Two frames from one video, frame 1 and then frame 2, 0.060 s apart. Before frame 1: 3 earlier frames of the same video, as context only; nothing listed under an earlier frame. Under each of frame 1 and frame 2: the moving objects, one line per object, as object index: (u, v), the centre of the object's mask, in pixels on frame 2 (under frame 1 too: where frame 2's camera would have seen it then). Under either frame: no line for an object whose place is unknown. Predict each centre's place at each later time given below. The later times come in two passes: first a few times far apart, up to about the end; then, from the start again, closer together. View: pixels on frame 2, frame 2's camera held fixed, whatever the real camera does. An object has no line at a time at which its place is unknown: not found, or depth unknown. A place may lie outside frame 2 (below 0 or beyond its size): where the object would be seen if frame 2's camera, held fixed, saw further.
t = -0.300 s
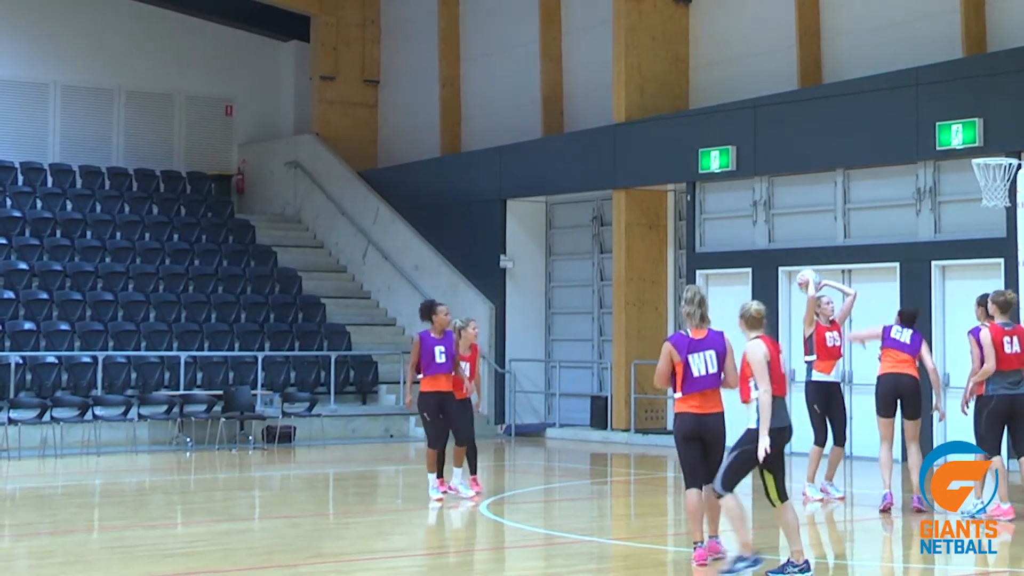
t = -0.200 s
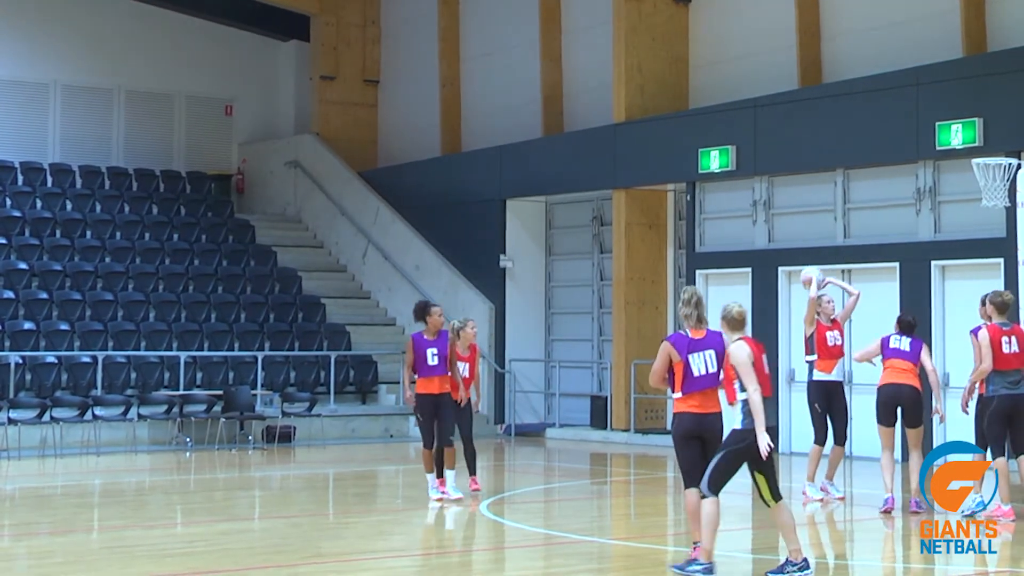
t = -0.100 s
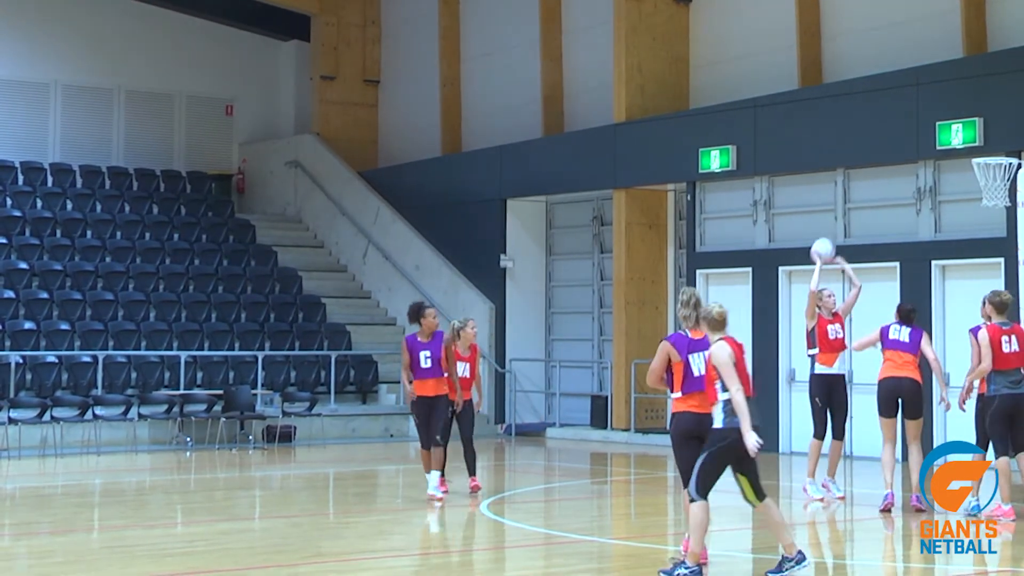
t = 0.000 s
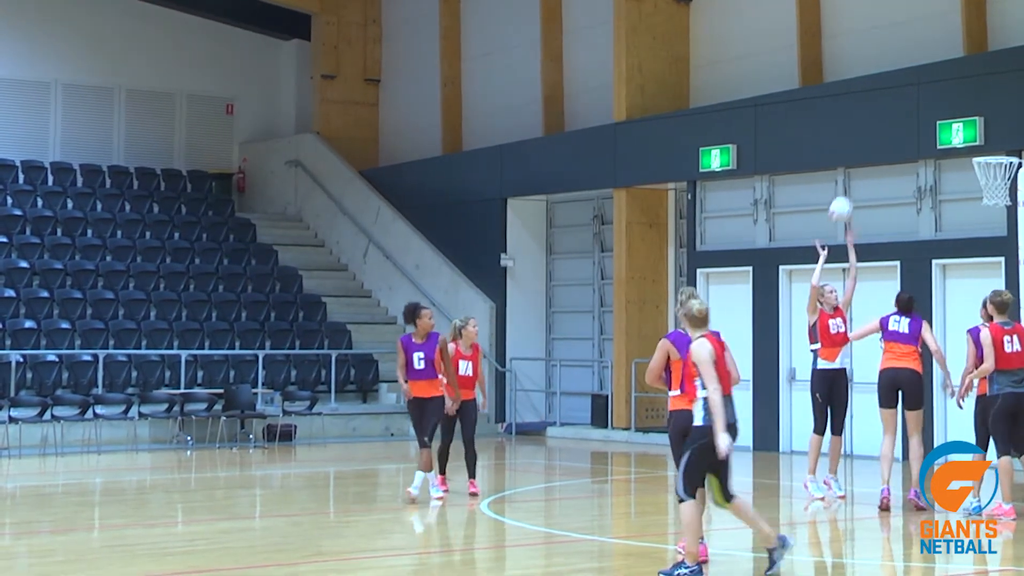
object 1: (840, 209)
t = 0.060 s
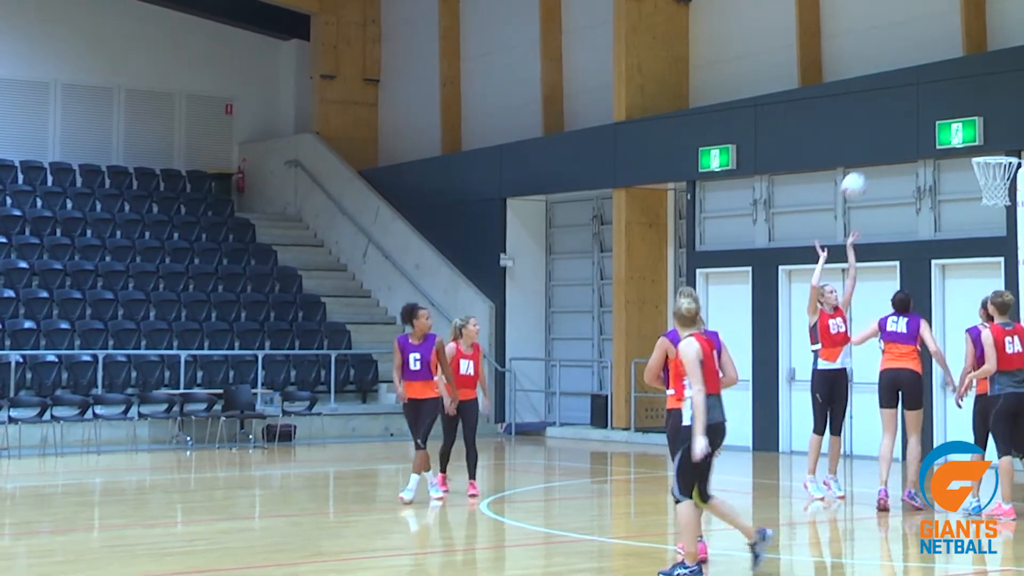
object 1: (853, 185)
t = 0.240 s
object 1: (893, 135)
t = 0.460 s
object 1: (942, 118)
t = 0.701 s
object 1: (998, 152)
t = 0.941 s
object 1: (995, 227)
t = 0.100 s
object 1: (862, 170)
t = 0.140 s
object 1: (871, 158)
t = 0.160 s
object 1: (876, 153)
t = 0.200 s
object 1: (884, 143)
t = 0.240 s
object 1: (893, 135)
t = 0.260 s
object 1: (898, 132)
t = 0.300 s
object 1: (906, 126)
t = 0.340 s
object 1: (915, 121)
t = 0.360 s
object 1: (920, 120)
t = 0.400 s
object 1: (929, 118)
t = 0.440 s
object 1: (937, 118)
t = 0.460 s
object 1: (942, 118)
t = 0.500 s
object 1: (951, 120)
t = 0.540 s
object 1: (961, 125)
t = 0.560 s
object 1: (966, 128)
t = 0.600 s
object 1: (976, 136)
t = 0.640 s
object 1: (985, 144)
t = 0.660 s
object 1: (990, 147)
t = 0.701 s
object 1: (998, 152)
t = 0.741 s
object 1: (1002, 171)
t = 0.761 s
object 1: (1001, 177)
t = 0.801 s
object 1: (999, 184)
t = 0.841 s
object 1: (998, 197)
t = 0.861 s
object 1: (998, 201)
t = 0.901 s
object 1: (996, 213)
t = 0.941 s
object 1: (995, 227)
